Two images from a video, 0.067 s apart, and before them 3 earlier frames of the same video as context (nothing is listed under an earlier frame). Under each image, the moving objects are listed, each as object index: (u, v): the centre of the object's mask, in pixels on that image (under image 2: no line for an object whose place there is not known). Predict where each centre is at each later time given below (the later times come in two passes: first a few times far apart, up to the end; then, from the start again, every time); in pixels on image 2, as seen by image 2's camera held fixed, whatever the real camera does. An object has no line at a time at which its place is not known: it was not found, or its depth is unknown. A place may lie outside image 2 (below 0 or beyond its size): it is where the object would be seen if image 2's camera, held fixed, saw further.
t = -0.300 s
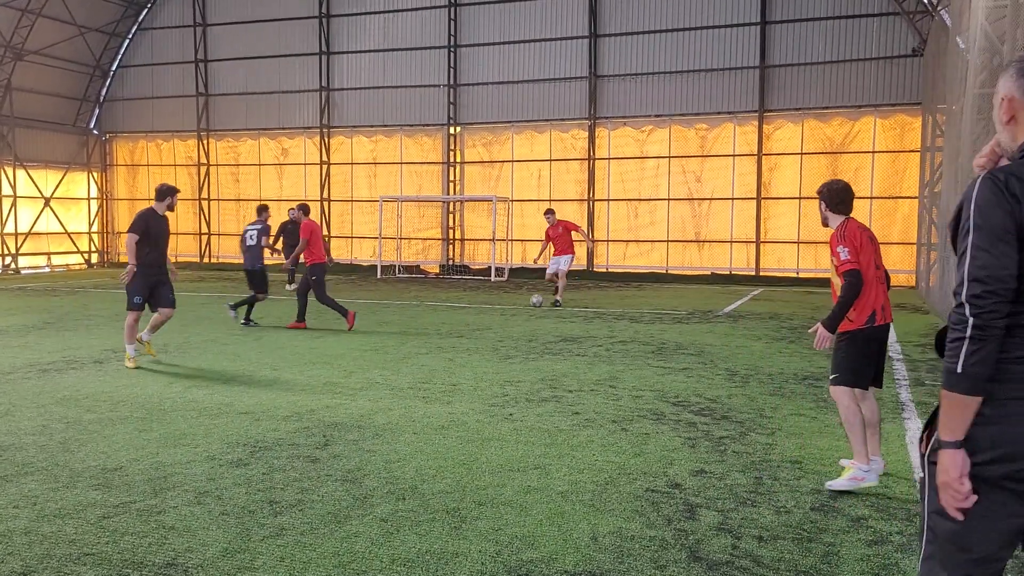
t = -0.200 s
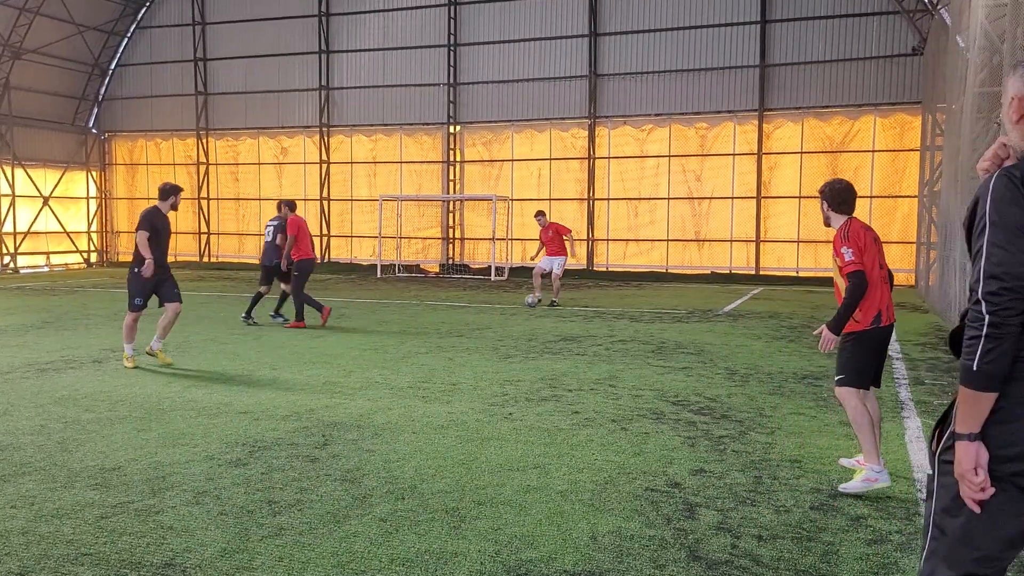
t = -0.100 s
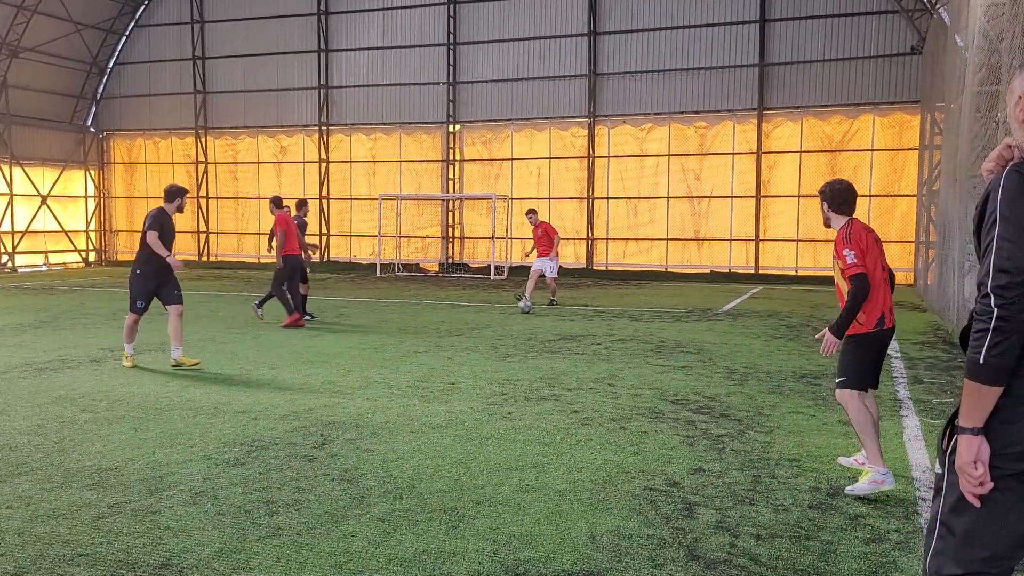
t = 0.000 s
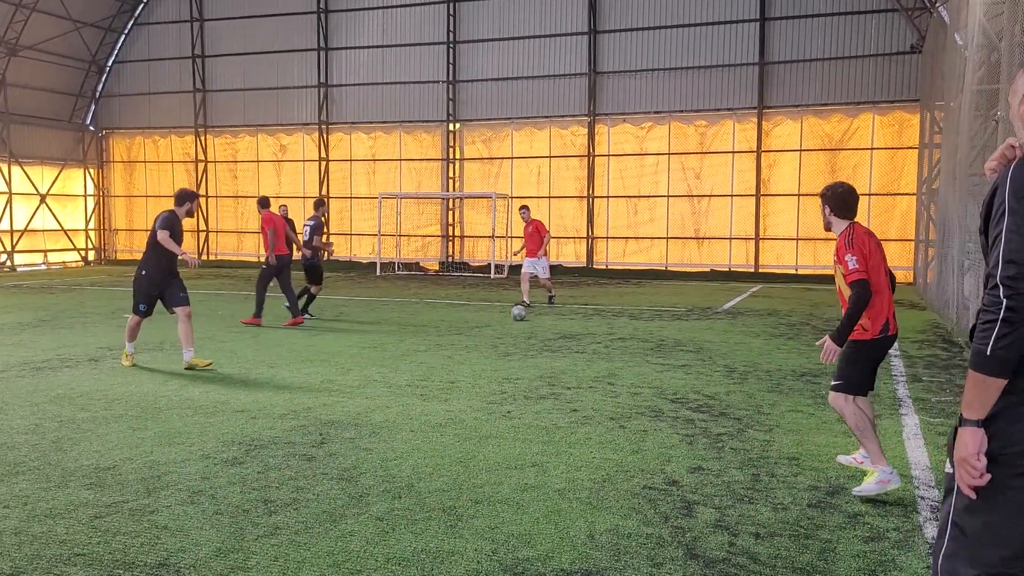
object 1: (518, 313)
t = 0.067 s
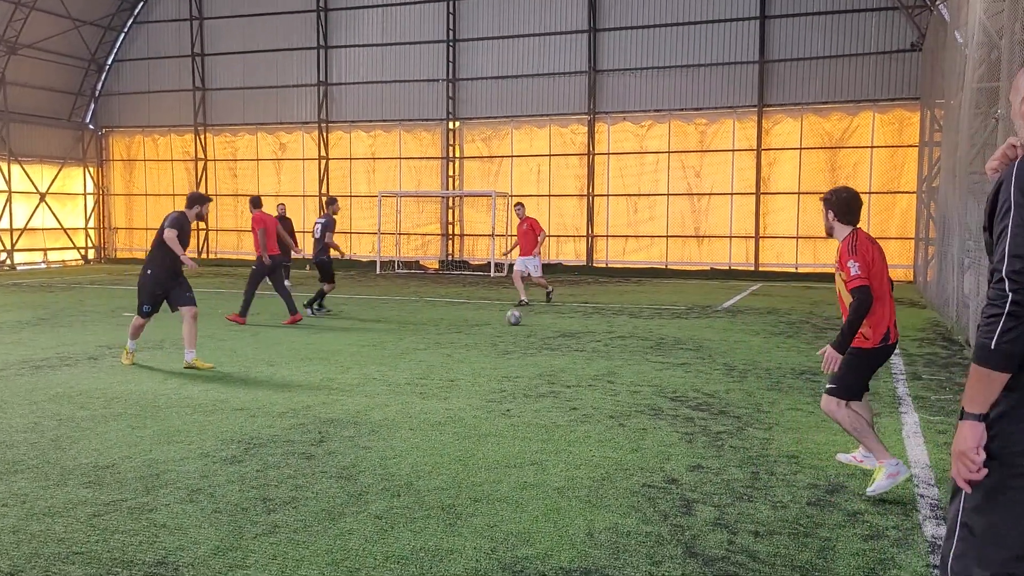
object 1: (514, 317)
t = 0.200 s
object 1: (505, 330)
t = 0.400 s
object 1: (492, 349)
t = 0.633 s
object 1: (476, 382)
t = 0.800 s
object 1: (463, 412)
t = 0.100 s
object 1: (512, 320)
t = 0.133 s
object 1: (510, 323)
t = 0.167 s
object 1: (507, 326)
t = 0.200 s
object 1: (505, 330)
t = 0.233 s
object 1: (503, 332)
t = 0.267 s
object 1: (501, 334)
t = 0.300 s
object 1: (498, 338)
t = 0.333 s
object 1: (496, 344)
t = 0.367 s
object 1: (494, 346)
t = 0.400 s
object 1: (492, 349)
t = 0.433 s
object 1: (489, 354)
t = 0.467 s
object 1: (487, 360)
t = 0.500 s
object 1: (485, 363)
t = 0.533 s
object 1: (483, 366)
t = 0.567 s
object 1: (481, 372)
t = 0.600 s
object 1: (478, 378)
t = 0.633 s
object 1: (476, 382)
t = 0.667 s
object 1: (473, 388)
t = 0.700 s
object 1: (470, 394)
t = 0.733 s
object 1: (468, 400)
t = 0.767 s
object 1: (465, 406)
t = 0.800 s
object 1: (463, 412)
